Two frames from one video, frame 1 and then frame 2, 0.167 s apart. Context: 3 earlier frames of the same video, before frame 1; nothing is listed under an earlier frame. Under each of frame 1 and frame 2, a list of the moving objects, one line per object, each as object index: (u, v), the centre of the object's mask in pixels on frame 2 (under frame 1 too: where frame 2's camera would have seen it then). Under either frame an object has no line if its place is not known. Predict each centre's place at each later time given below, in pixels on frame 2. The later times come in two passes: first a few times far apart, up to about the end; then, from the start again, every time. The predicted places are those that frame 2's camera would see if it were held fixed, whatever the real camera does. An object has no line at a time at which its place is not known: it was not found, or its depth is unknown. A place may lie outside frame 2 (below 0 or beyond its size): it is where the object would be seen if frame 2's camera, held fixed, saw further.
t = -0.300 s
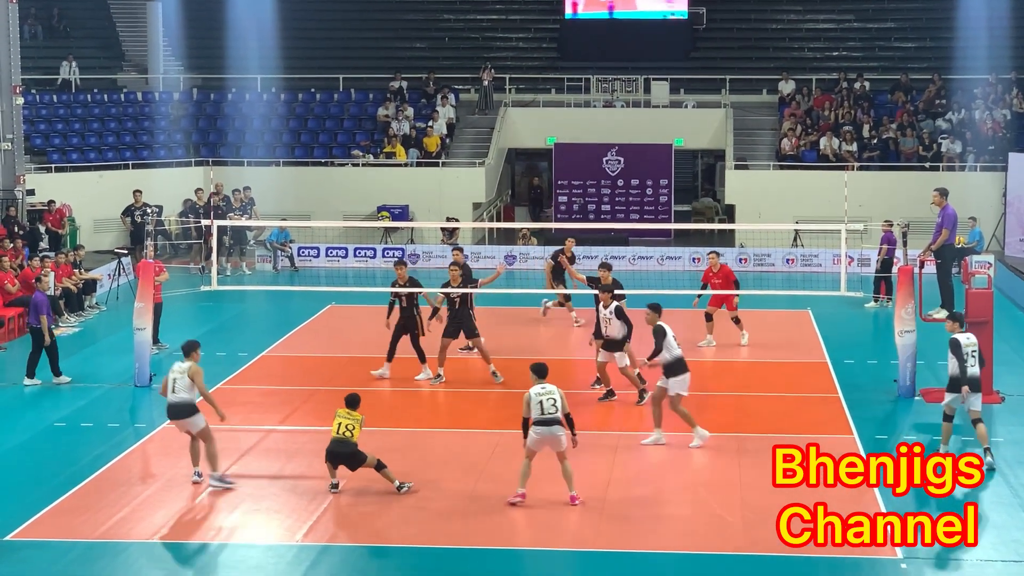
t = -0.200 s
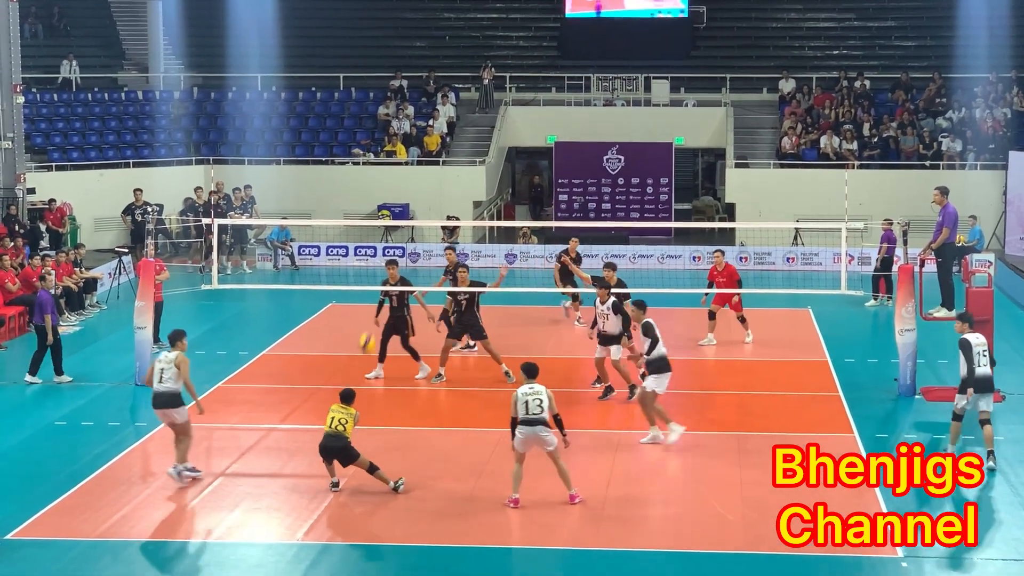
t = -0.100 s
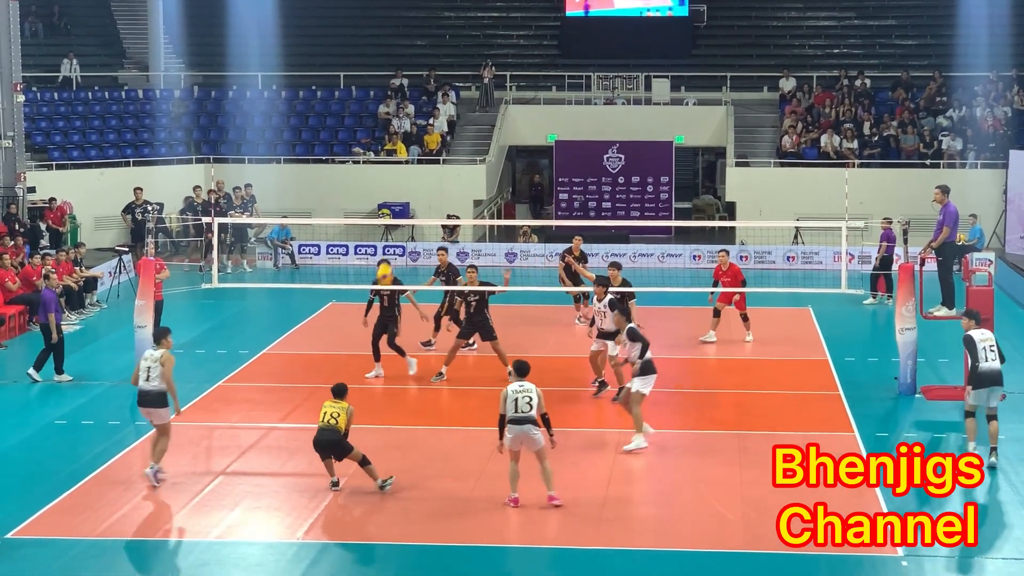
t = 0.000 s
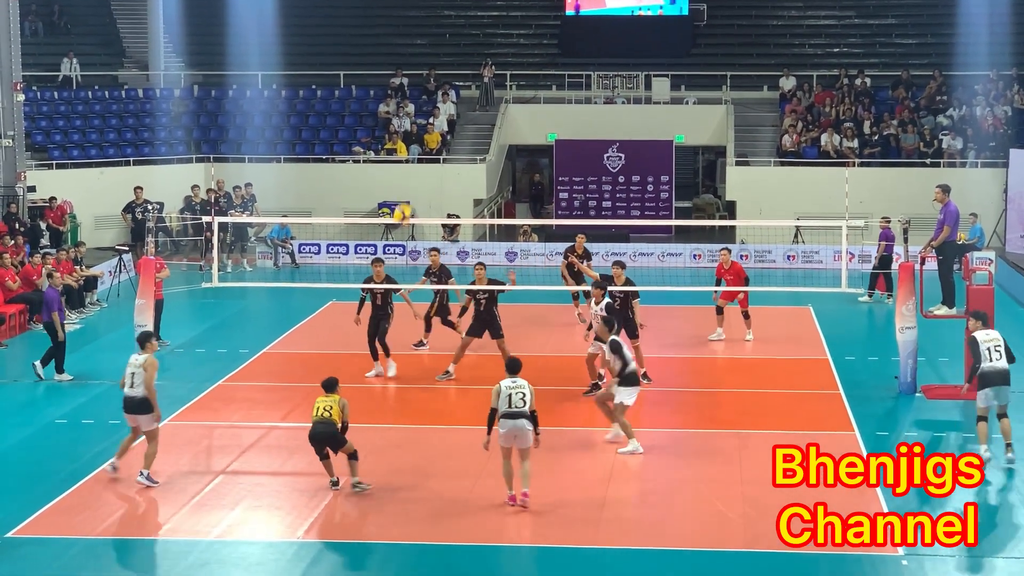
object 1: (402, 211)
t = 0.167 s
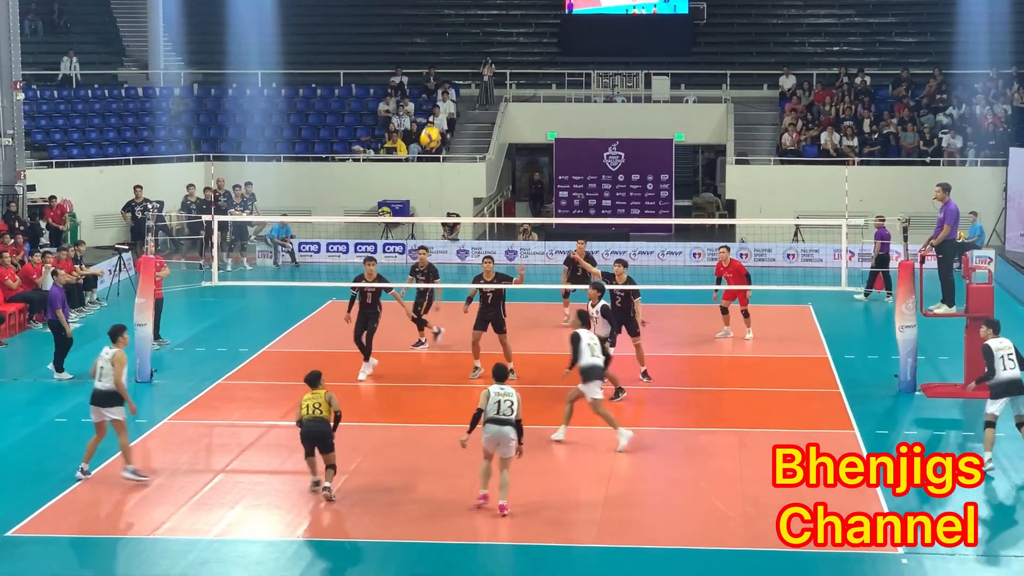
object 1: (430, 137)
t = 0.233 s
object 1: (440, 113)
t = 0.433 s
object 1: (470, 65)
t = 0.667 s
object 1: (502, 48)
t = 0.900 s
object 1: (533, 72)
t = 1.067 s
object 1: (555, 111)
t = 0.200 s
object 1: (434, 124)
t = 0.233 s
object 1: (440, 113)
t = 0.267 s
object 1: (445, 102)
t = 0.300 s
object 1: (450, 93)
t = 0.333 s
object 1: (455, 84)
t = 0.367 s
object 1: (460, 77)
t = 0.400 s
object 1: (465, 70)
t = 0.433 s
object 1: (470, 65)
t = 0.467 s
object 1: (475, 60)
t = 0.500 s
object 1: (479, 55)
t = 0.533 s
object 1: (484, 52)
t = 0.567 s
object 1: (488, 50)
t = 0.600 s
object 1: (493, 49)
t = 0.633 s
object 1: (498, 48)
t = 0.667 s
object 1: (502, 48)
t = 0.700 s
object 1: (507, 49)
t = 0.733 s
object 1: (512, 51)
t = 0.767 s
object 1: (516, 53)
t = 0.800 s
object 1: (520, 56)
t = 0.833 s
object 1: (525, 61)
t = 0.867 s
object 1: (529, 66)
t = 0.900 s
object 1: (533, 72)
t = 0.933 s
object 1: (538, 78)
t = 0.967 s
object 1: (542, 85)
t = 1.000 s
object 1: (546, 92)
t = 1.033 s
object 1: (551, 101)
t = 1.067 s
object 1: (555, 111)
